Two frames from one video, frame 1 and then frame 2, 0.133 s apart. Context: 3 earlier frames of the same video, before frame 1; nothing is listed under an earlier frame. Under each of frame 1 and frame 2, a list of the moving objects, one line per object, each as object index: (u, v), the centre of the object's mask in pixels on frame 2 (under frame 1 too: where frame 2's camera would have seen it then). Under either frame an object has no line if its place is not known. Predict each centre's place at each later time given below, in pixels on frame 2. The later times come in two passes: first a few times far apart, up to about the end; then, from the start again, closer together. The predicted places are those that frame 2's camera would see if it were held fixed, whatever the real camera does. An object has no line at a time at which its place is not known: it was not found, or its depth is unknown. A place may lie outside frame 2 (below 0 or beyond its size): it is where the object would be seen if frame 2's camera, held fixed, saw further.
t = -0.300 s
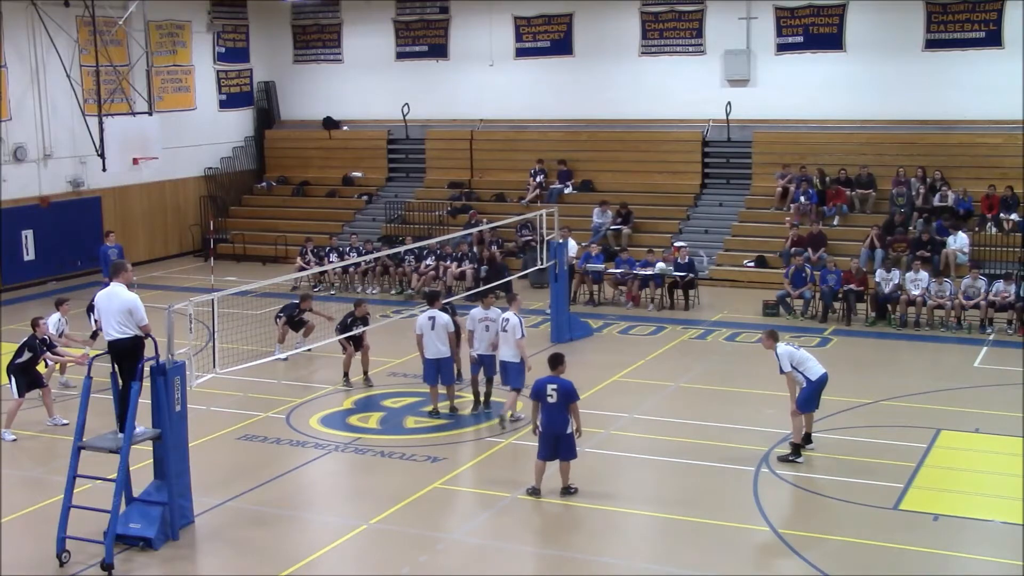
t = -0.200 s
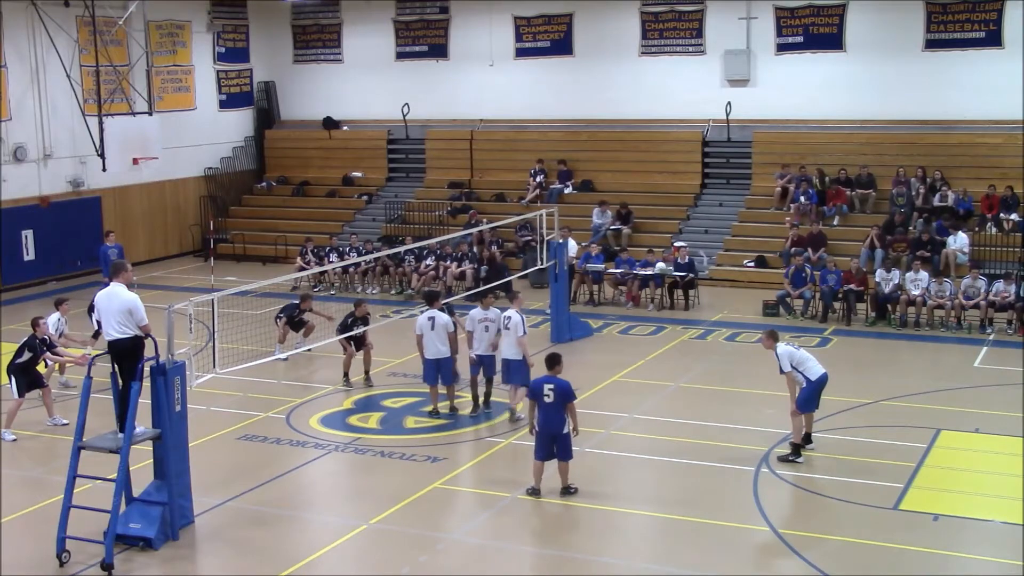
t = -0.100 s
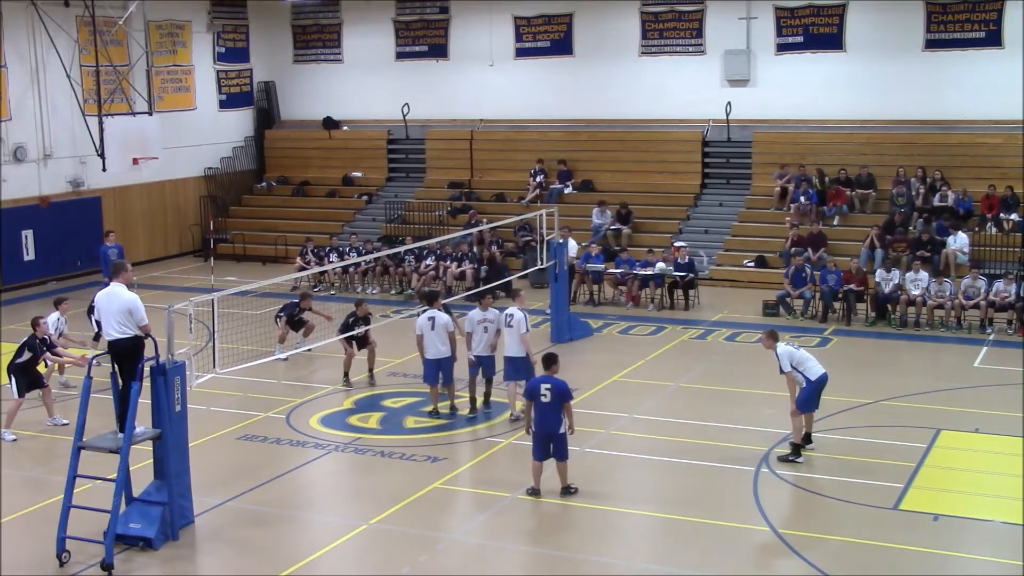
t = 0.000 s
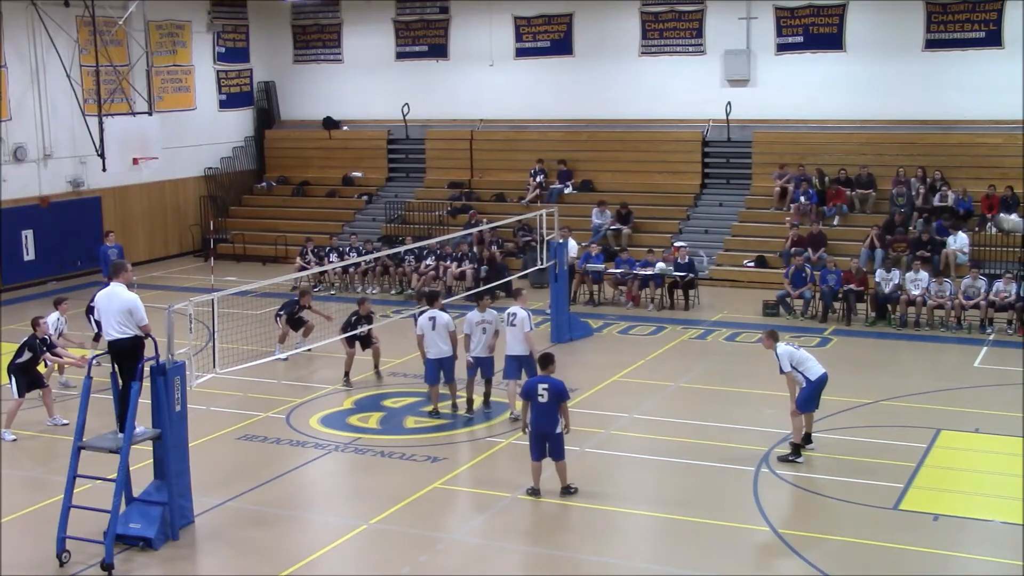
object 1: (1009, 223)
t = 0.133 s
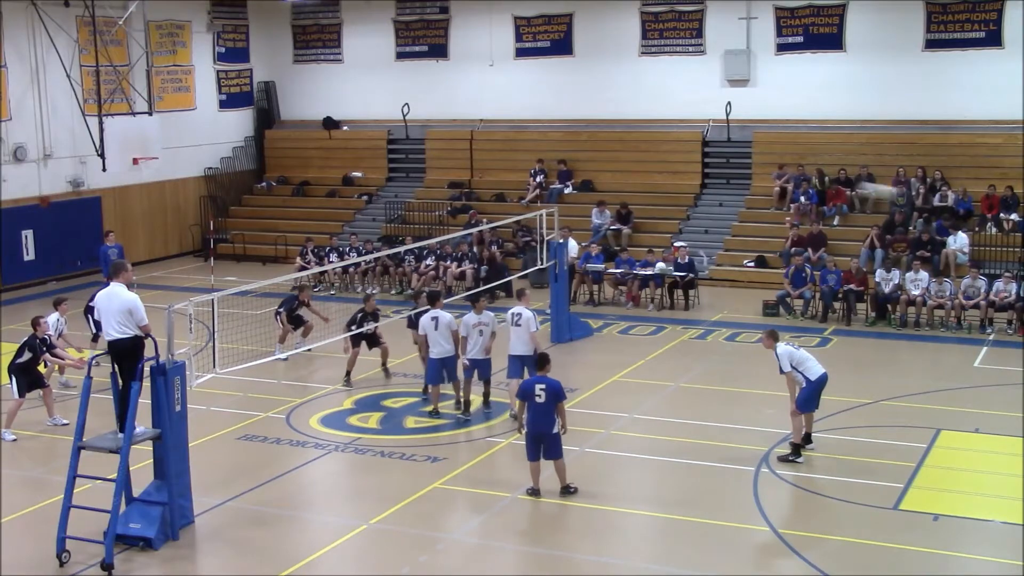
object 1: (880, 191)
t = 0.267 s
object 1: (750, 174)
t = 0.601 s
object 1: (474, 193)
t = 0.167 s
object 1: (845, 184)
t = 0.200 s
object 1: (810, 181)
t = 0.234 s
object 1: (778, 176)
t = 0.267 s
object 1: (750, 174)
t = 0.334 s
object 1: (689, 171)
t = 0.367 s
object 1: (660, 171)
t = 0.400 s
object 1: (631, 171)
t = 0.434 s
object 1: (605, 172)
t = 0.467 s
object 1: (579, 175)
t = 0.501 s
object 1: (552, 179)
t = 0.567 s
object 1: (497, 188)
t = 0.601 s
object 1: (474, 193)
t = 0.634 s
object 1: (449, 197)
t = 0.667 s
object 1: (424, 205)
